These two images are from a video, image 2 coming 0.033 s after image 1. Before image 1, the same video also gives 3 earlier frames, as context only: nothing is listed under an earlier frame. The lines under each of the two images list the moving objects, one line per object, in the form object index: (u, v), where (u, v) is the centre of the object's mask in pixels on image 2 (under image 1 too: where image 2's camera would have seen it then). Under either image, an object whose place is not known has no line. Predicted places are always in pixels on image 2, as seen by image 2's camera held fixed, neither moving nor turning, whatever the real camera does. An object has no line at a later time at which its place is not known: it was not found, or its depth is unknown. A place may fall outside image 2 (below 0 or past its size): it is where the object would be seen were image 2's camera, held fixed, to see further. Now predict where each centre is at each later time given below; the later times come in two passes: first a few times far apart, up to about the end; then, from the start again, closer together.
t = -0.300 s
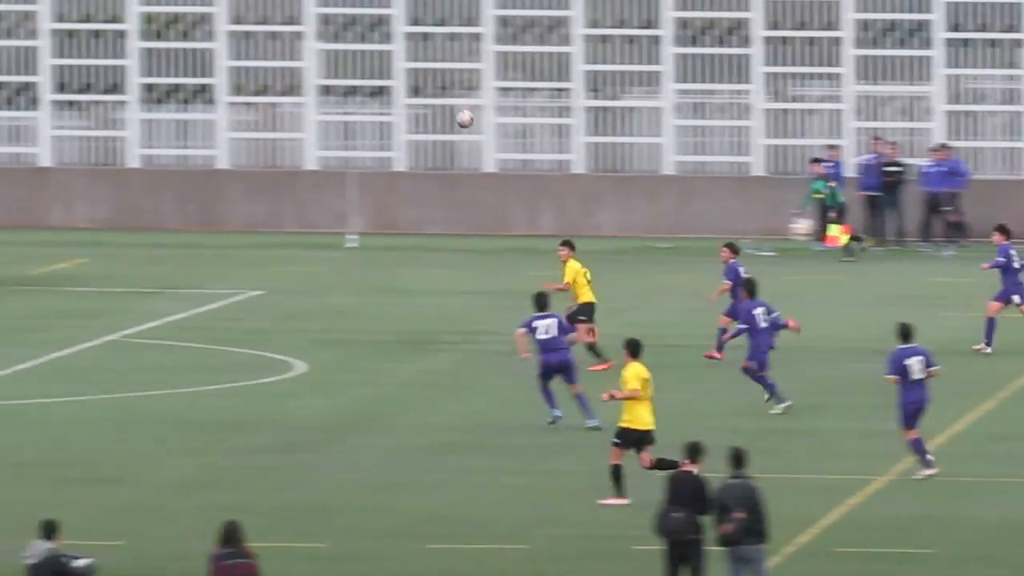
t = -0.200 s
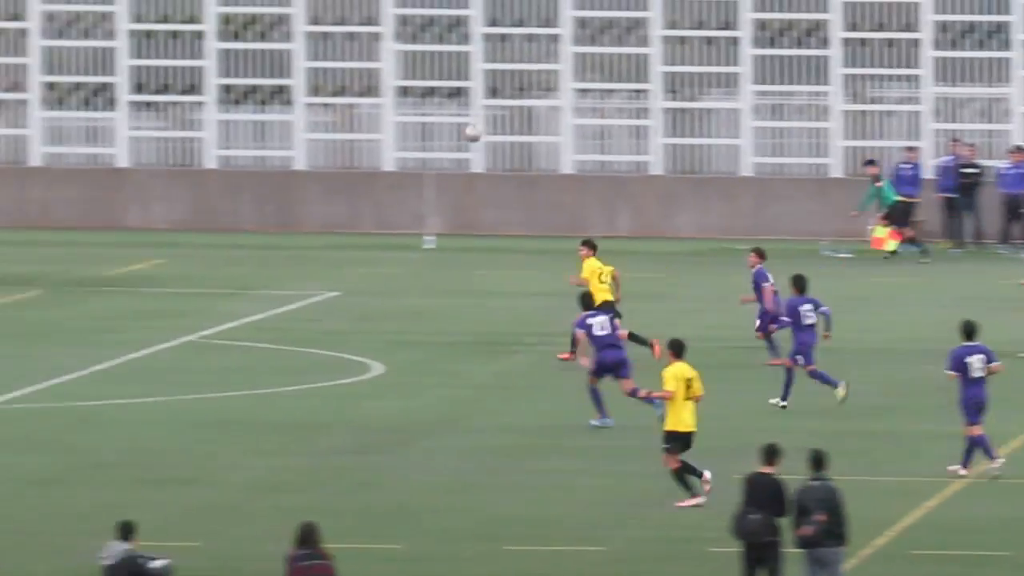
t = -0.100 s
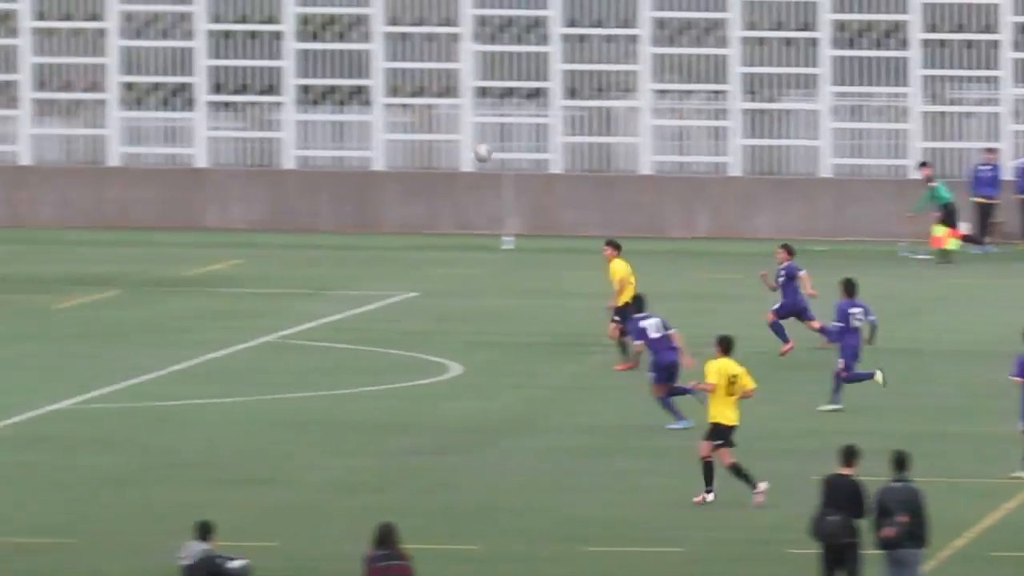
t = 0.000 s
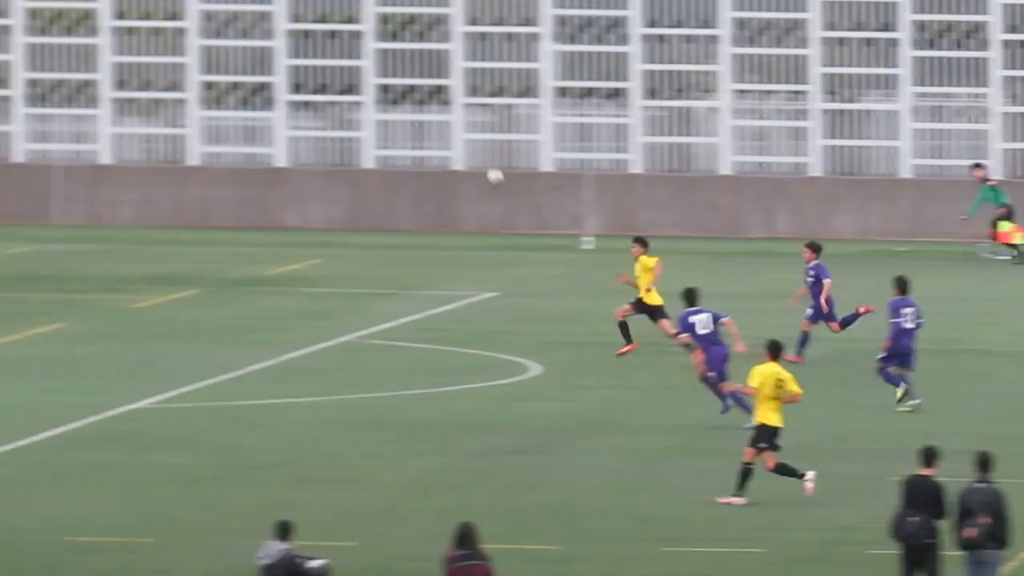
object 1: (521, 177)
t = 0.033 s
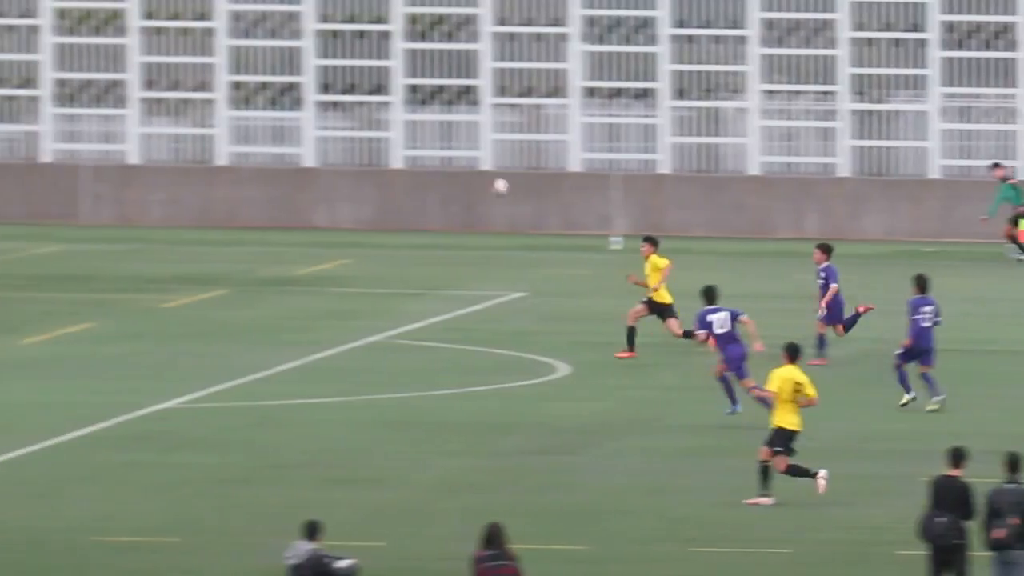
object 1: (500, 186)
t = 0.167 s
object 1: (419, 232)
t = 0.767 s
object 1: (135, 257)
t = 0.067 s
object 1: (480, 197)
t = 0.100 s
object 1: (459, 207)
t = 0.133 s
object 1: (439, 219)
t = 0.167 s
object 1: (419, 232)
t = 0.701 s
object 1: (157, 270)
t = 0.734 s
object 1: (146, 262)
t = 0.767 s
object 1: (135, 257)
